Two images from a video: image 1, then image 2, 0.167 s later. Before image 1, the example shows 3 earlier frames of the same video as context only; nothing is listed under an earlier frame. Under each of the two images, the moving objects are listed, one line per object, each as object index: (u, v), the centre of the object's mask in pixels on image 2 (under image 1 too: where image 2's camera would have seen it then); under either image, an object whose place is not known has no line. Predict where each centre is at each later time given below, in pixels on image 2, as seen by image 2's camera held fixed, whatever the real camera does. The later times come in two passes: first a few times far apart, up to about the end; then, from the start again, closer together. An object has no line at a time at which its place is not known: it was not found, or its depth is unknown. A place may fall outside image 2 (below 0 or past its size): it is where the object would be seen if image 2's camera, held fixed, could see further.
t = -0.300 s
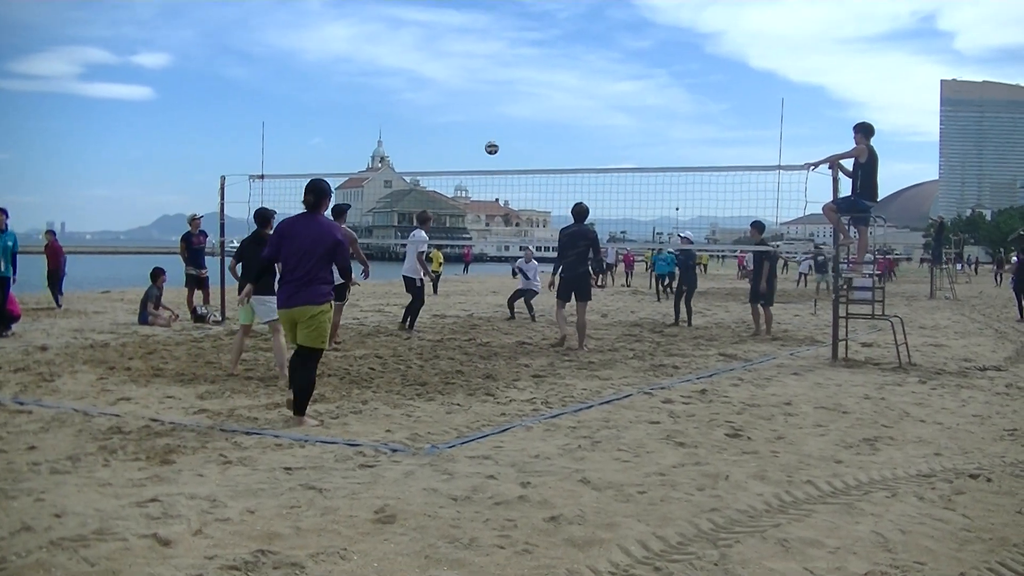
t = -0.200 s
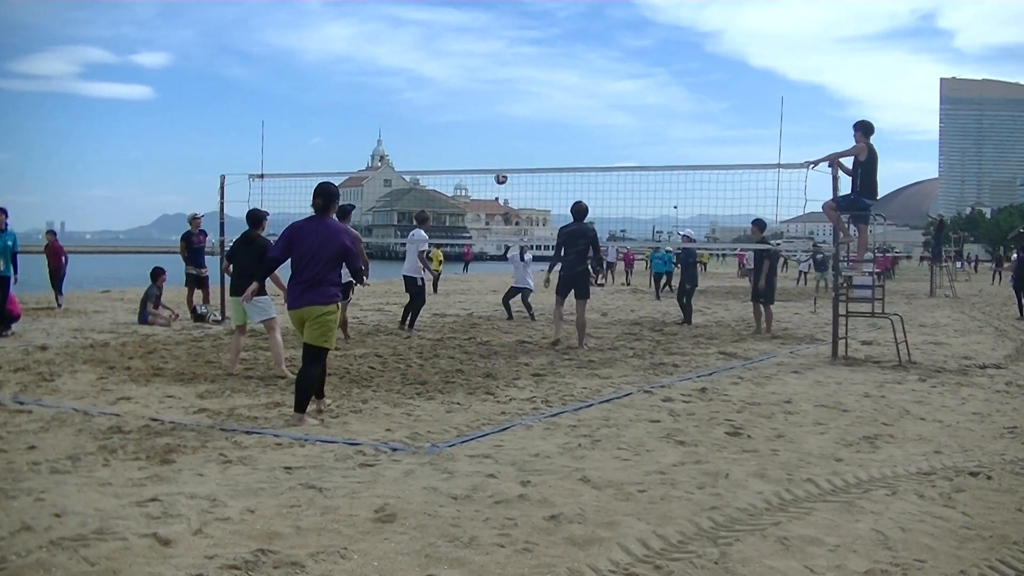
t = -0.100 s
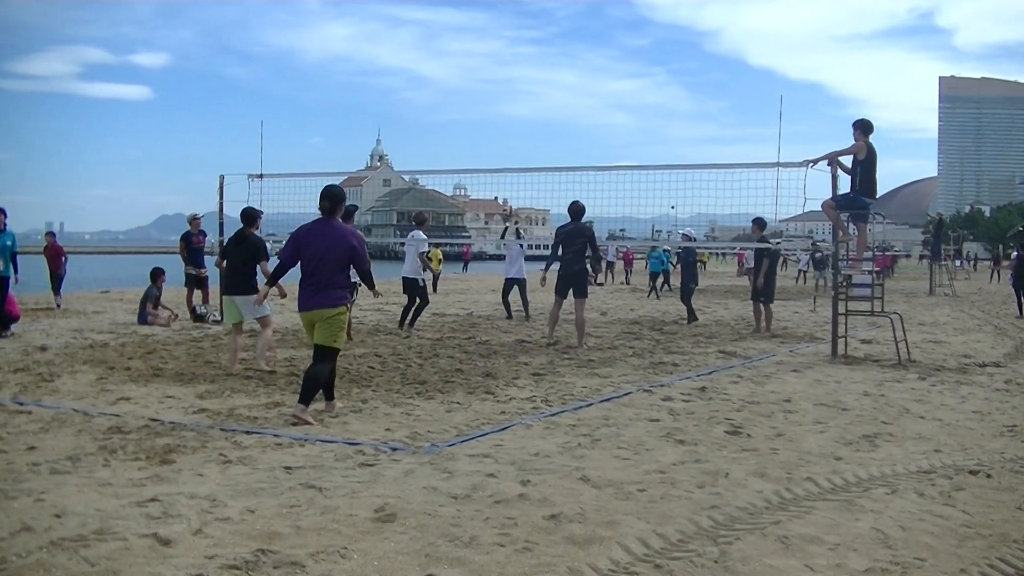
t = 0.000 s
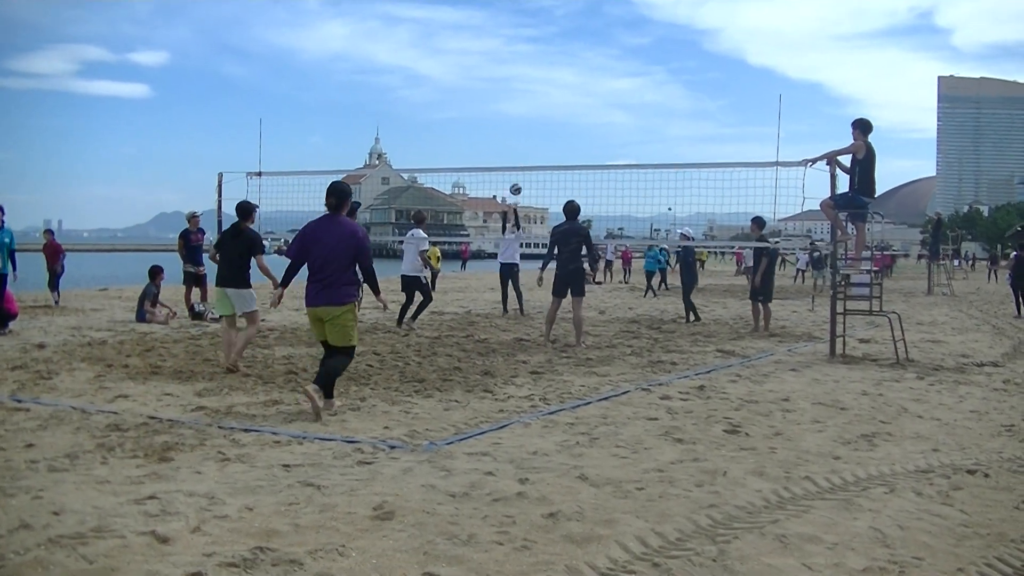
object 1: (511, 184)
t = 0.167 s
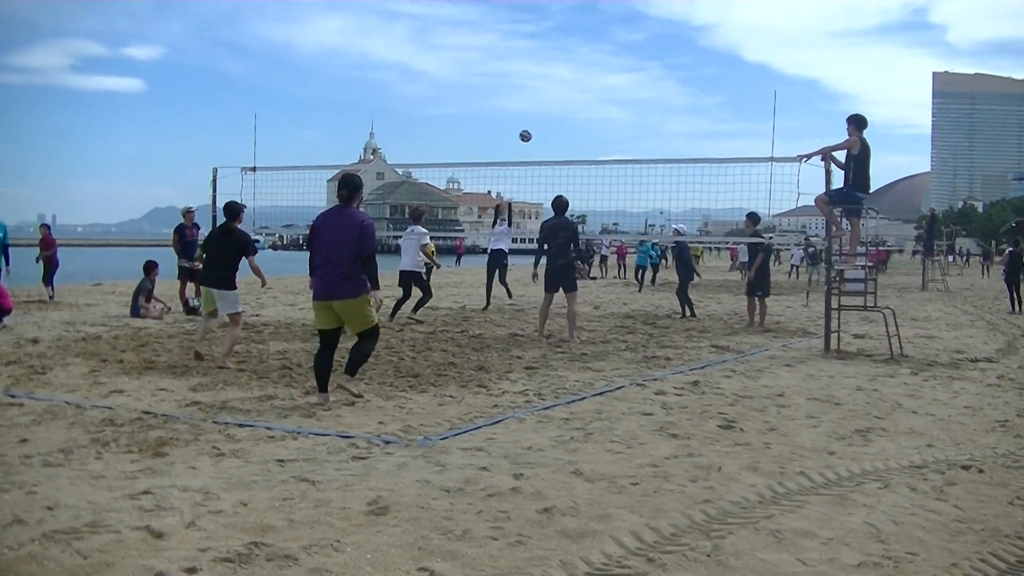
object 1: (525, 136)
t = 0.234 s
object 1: (530, 121)
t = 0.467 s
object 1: (550, 85)
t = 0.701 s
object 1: (569, 81)
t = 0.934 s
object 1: (588, 111)
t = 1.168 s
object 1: (607, 177)
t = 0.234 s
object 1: (530, 121)
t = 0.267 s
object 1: (533, 113)
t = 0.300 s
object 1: (536, 107)
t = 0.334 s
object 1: (539, 101)
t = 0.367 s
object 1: (542, 97)
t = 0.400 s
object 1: (544, 92)
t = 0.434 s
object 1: (547, 88)
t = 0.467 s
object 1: (550, 85)
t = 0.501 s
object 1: (553, 83)
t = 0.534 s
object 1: (556, 81)
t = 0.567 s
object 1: (558, 80)
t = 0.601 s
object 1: (561, 79)
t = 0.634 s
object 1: (564, 79)
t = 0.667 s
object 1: (567, 79)
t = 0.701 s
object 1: (569, 81)
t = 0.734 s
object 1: (572, 83)
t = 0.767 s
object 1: (575, 86)
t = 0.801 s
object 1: (577, 90)
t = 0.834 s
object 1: (580, 94)
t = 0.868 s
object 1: (582, 99)
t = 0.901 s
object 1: (585, 105)
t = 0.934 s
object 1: (588, 111)
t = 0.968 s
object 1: (590, 118)
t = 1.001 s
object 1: (593, 126)
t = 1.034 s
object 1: (595, 134)
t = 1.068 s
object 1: (598, 144)
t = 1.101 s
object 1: (601, 154)
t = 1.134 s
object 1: (604, 168)
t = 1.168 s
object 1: (607, 177)
